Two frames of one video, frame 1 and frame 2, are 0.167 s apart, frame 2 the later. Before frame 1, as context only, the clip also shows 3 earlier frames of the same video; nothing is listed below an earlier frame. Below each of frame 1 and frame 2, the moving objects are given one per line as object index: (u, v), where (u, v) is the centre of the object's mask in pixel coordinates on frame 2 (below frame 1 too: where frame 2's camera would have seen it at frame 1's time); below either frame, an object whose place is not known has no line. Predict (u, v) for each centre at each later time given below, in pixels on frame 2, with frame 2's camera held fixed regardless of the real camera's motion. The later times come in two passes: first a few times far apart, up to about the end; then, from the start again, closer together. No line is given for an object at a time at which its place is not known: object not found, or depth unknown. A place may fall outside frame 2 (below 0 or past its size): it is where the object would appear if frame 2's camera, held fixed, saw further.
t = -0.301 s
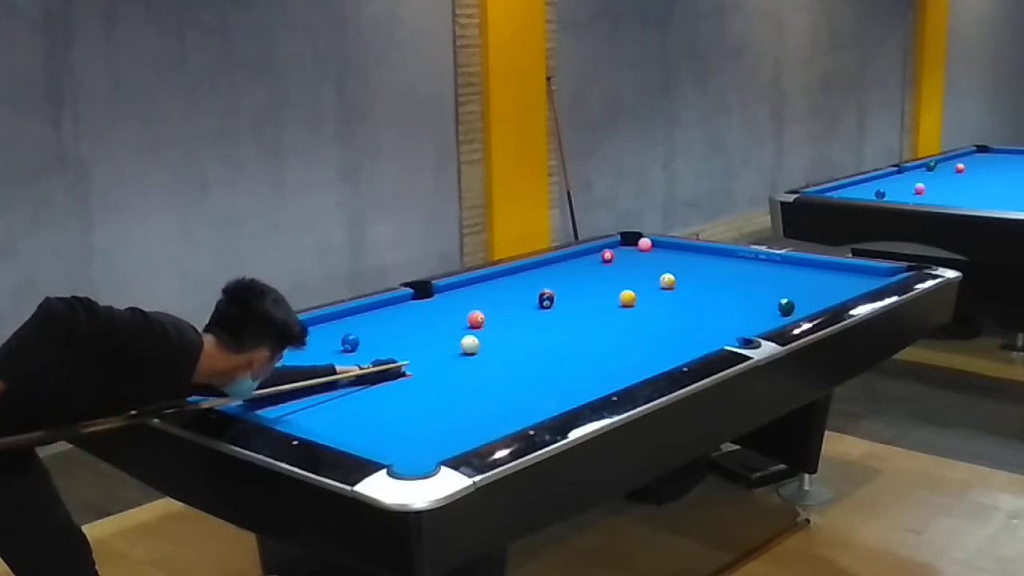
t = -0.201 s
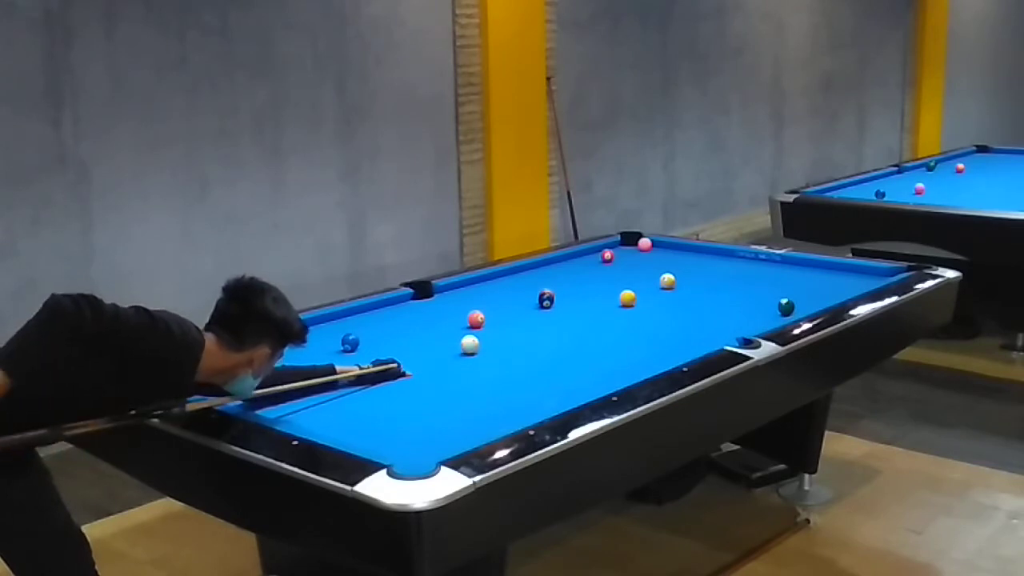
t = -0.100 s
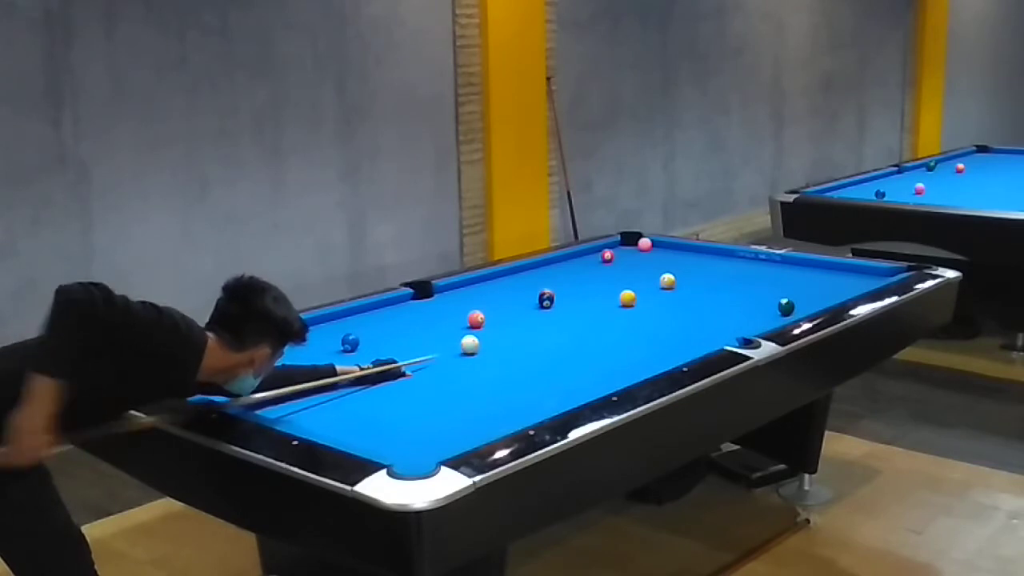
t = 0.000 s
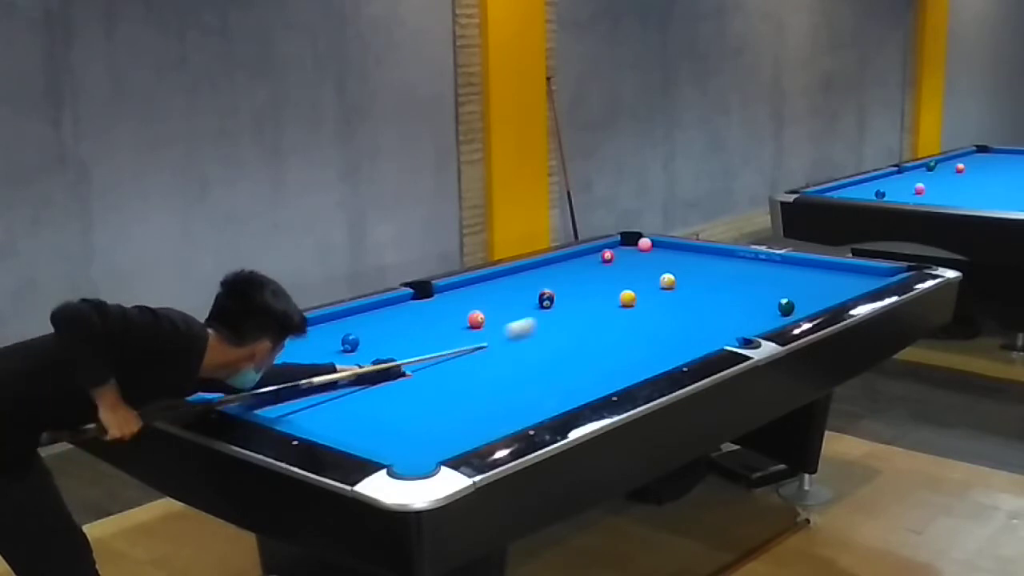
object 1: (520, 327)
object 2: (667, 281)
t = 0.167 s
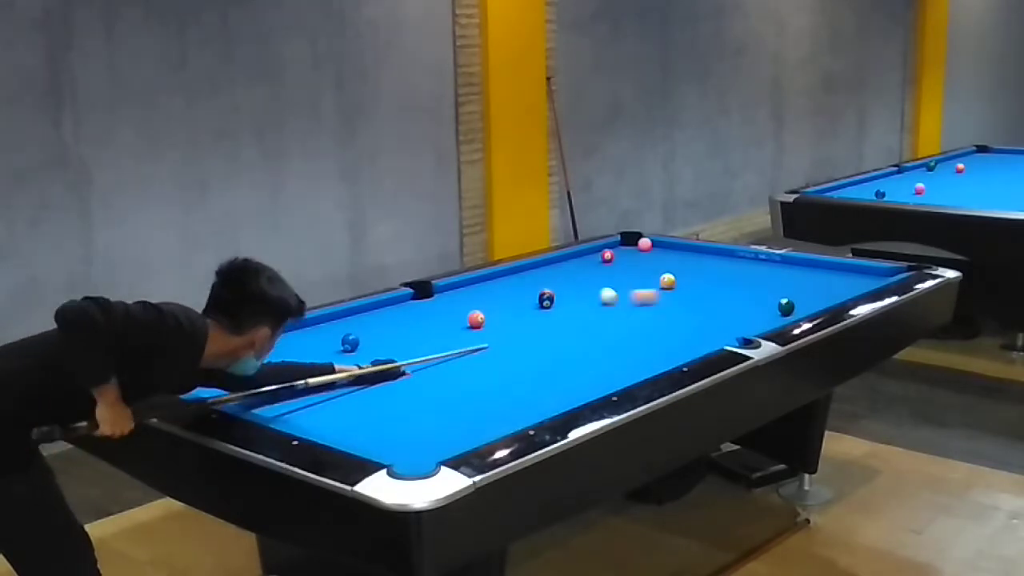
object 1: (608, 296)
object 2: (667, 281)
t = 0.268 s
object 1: (593, 285)
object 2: (667, 281)
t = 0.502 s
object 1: (560, 268)
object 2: (667, 281)
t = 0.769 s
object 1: (559, 266)
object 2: (667, 281)
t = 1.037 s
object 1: (582, 270)
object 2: (667, 281)
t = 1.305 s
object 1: (605, 274)
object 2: (667, 281)
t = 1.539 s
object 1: (625, 278)
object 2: (667, 281)
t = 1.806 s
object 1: (638, 281)
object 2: (660, 284)
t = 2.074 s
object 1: (629, 282)
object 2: (666, 291)
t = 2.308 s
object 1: (621, 282)
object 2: (669, 297)
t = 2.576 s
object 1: (614, 283)
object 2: (675, 303)
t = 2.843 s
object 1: (608, 284)
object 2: (680, 310)
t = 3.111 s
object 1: (604, 284)
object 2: (686, 316)
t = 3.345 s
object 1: (601, 284)
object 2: (691, 322)
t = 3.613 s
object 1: (598, 284)
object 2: (696, 327)
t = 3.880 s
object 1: (597, 284)
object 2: (702, 334)
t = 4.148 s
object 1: (597, 285)
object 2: (707, 338)
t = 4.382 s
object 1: (597, 284)
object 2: (711, 341)
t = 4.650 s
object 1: (597, 284)
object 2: (715, 343)
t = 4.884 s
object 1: (597, 284)
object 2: (724, 344)
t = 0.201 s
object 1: (603, 292)
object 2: (667, 280)
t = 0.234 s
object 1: (598, 289)
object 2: (667, 281)
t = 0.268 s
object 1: (593, 285)
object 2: (667, 281)
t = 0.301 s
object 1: (588, 282)
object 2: (667, 281)
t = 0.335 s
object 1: (584, 280)
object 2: (667, 281)
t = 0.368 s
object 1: (579, 277)
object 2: (667, 281)
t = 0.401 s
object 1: (574, 275)
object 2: (667, 281)
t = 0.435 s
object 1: (570, 273)
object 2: (667, 281)
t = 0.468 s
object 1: (565, 270)
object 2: (667, 281)
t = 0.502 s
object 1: (560, 268)
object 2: (667, 281)
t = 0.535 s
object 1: (555, 266)
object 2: (667, 281)
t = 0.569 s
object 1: (551, 265)
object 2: (667, 281)
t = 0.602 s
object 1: (546, 263)
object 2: (667, 281)
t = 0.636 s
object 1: (544, 263)
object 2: (667, 281)
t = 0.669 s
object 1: (548, 263)
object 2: (667, 281)
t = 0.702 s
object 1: (552, 264)
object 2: (667, 281)
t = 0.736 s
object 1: (556, 265)
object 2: (667, 281)
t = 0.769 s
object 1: (559, 266)
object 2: (667, 281)
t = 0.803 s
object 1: (562, 266)
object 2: (667, 281)
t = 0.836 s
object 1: (565, 266)
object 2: (667, 281)
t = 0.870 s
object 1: (568, 267)
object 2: (667, 281)
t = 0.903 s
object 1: (570, 267)
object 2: (667, 281)
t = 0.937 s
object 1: (573, 268)
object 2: (667, 281)
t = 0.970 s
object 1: (576, 269)
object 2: (667, 281)
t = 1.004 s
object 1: (579, 269)
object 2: (667, 281)
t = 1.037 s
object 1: (582, 270)
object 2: (667, 281)
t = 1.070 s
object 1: (585, 270)
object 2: (667, 281)
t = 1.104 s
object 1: (588, 271)
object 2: (667, 281)
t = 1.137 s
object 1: (591, 271)
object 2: (667, 281)
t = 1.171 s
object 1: (593, 272)
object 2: (667, 281)
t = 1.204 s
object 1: (596, 272)
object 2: (667, 281)
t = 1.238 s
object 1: (599, 273)
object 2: (667, 281)
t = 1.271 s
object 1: (602, 274)
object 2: (667, 281)
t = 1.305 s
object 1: (605, 274)
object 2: (667, 281)
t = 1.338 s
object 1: (608, 275)
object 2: (667, 281)
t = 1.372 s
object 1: (611, 275)
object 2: (667, 281)
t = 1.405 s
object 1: (614, 276)
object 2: (667, 281)
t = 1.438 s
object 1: (617, 276)
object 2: (667, 281)
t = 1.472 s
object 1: (620, 277)
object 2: (667, 281)
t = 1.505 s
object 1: (622, 277)
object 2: (667, 281)
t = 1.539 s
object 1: (625, 278)
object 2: (667, 281)
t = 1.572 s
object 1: (628, 278)
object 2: (667, 281)
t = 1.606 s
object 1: (631, 279)
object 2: (667, 281)
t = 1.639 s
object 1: (634, 279)
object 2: (667, 281)
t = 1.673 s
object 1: (637, 280)
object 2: (666, 281)
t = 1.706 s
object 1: (639, 280)
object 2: (662, 281)
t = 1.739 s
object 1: (642, 281)
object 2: (658, 282)
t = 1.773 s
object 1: (640, 281)
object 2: (658, 283)
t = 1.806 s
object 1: (638, 281)
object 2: (660, 284)
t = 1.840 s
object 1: (637, 281)
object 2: (661, 285)
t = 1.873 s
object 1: (636, 281)
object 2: (661, 286)
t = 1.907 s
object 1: (634, 281)
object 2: (662, 287)
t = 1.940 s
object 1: (633, 281)
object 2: (663, 287)
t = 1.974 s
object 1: (632, 282)
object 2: (664, 289)
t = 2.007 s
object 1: (631, 282)
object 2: (664, 289)
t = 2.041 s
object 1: (630, 282)
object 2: (665, 290)
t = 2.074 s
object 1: (629, 282)
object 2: (666, 291)
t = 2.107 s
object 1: (628, 282)
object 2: (666, 292)
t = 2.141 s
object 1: (626, 282)
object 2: (667, 292)
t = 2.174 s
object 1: (625, 282)
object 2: (667, 293)
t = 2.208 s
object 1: (624, 282)
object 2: (668, 294)
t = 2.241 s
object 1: (623, 282)
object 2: (669, 295)
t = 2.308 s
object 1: (621, 282)
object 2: (669, 297)
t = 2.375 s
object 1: (619, 283)
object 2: (671, 298)
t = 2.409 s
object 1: (618, 283)
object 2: (672, 299)
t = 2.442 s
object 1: (618, 283)
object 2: (672, 300)
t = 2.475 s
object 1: (616, 283)
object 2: (673, 301)
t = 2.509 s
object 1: (616, 283)
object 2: (674, 301)
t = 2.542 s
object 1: (615, 283)
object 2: (674, 302)
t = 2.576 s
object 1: (614, 283)
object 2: (675, 303)
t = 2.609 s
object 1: (613, 283)
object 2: (675, 304)
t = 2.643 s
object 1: (612, 283)
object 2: (676, 305)
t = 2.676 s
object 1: (612, 283)
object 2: (677, 306)
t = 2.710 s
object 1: (611, 283)
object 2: (677, 307)
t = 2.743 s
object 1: (610, 283)
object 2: (678, 307)
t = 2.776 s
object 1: (610, 283)
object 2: (678, 308)
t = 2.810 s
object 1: (609, 284)
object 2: (679, 309)
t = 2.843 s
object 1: (608, 284)
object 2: (680, 310)
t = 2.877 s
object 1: (608, 284)
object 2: (681, 311)
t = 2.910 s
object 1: (607, 284)
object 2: (682, 311)
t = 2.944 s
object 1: (606, 284)
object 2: (682, 312)
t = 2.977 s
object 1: (606, 284)
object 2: (683, 313)
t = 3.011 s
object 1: (605, 284)
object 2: (684, 313)
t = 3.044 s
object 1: (605, 284)
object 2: (684, 315)
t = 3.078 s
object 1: (604, 284)
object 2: (685, 315)
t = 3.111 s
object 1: (604, 284)
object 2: (686, 316)
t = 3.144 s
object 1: (603, 284)
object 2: (686, 317)
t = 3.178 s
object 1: (602, 284)
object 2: (687, 318)
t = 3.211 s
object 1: (602, 284)
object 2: (688, 318)
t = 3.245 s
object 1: (602, 284)
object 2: (689, 319)
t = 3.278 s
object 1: (601, 284)
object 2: (689, 320)
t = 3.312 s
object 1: (601, 284)
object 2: (690, 321)
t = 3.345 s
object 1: (601, 284)
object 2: (691, 322)
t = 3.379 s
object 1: (600, 284)
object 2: (691, 322)
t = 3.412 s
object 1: (600, 284)
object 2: (692, 323)
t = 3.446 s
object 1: (600, 284)
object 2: (693, 324)
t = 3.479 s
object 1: (599, 284)
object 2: (693, 325)
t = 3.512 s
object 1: (599, 284)
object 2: (694, 325)
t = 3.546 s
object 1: (599, 284)
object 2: (695, 326)
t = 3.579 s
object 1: (598, 284)
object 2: (695, 327)
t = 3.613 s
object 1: (598, 284)
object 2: (696, 327)
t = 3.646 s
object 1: (598, 284)
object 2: (697, 328)
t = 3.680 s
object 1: (598, 284)
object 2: (697, 329)
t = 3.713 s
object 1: (598, 284)
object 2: (698, 330)
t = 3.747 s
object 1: (598, 284)
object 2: (699, 331)
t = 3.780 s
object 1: (597, 284)
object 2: (700, 332)
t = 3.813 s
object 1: (597, 284)
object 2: (700, 332)
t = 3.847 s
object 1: (597, 284)
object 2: (701, 333)
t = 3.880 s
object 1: (597, 284)
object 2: (702, 334)
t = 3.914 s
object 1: (597, 284)
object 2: (703, 335)
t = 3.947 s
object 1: (597, 284)
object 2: (704, 335)
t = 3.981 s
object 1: (597, 284)
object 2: (704, 336)
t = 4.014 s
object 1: (597, 284)
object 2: (705, 336)
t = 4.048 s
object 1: (597, 284)
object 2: (705, 337)
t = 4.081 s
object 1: (597, 284)
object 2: (705, 337)
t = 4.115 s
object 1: (597, 284)
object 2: (706, 338)
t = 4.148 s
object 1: (597, 285)
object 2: (707, 338)
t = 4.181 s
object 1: (597, 285)
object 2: (707, 338)
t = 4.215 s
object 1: (597, 285)
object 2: (708, 339)
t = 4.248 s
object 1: (597, 284)
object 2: (708, 339)
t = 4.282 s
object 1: (597, 284)
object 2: (709, 340)
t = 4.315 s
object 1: (597, 284)
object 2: (710, 340)
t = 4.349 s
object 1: (597, 284)
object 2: (710, 341)
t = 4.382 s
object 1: (597, 284)
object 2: (711, 341)
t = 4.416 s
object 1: (597, 284)
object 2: (711, 341)
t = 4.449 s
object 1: (597, 284)
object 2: (712, 342)
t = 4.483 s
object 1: (597, 284)
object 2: (712, 342)
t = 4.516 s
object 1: (597, 284)
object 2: (713, 342)
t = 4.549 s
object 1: (597, 284)
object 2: (713, 343)
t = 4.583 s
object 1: (597, 284)
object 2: (714, 343)
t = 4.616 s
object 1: (597, 284)
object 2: (714, 343)
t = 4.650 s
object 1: (597, 284)
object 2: (715, 343)
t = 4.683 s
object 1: (597, 284)
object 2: (715, 344)
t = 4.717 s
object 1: (597, 284)
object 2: (717, 343)
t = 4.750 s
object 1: (597, 284)
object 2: (717, 343)
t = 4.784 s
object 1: (597, 284)
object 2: (719, 343)
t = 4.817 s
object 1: (597, 284)
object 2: (720, 343)
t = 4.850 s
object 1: (597, 284)
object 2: (722, 343)
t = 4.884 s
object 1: (597, 284)
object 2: (724, 344)
